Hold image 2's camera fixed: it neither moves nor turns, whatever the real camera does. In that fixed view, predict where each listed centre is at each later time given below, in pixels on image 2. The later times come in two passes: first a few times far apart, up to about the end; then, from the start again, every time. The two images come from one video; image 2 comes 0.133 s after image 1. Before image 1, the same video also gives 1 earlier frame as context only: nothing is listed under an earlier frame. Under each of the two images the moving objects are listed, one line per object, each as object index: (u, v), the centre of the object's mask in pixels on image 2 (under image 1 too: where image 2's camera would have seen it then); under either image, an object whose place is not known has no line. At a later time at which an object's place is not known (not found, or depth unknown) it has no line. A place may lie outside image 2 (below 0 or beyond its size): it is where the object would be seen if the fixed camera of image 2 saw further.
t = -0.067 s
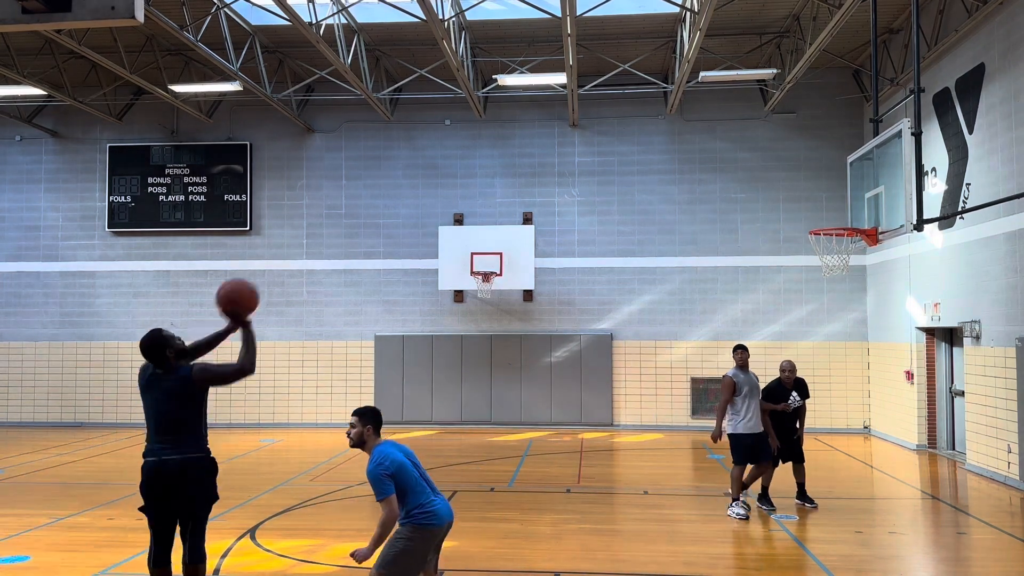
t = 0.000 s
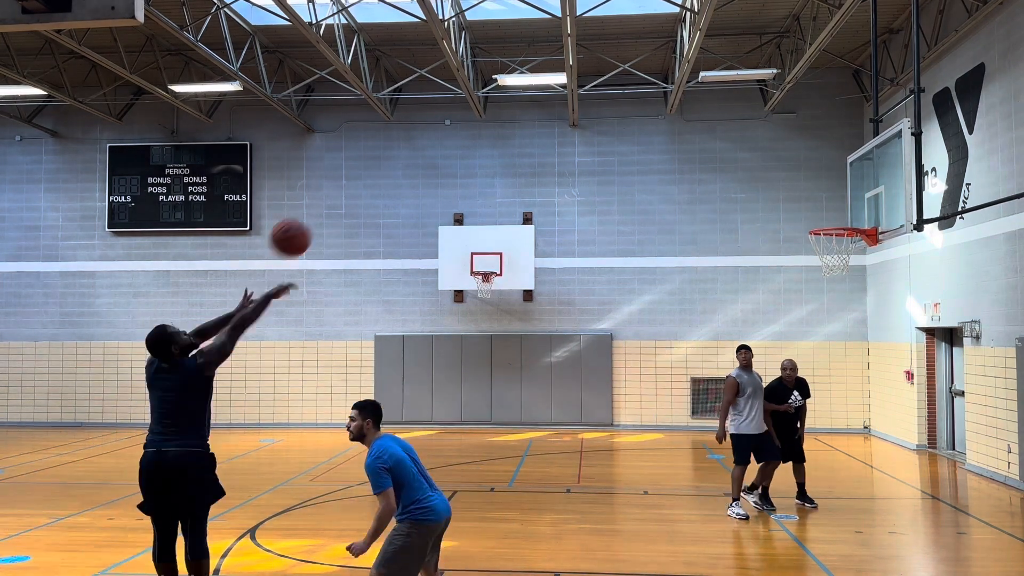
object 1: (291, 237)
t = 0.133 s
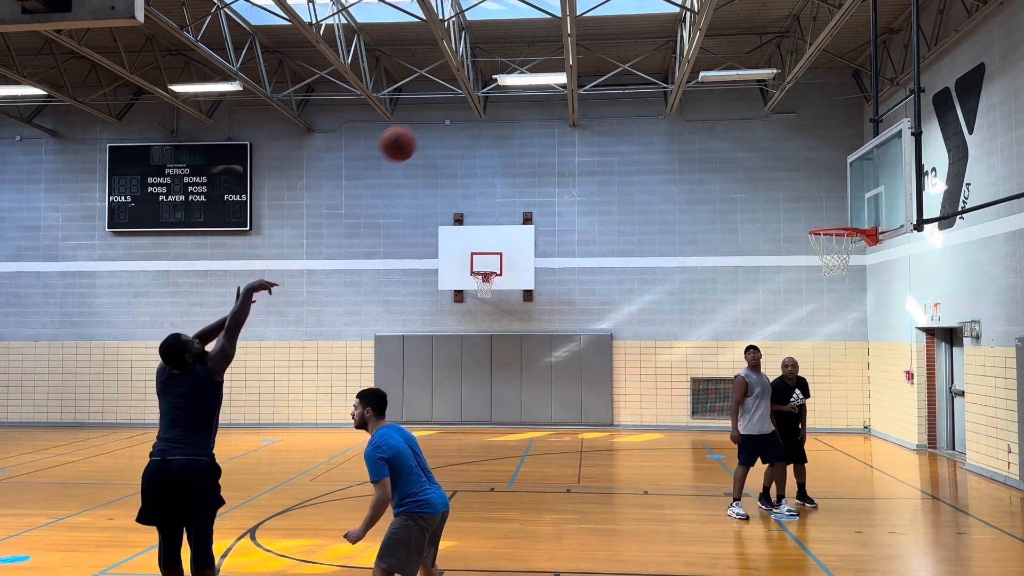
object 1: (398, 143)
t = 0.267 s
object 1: (487, 87)
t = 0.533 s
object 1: (631, 55)
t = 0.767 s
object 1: (728, 95)
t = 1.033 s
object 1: (820, 195)
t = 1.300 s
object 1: (819, 323)
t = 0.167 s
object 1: (422, 126)
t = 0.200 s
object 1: (445, 111)
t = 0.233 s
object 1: (466, 98)
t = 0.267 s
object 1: (487, 87)
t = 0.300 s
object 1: (507, 77)
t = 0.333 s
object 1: (527, 69)
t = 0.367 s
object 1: (546, 63)
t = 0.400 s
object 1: (564, 59)
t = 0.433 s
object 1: (582, 56)
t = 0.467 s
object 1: (598, 54)
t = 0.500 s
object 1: (615, 54)
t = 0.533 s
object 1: (631, 55)
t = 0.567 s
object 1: (645, 57)
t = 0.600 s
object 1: (661, 61)
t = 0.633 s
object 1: (675, 66)
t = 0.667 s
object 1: (689, 71)
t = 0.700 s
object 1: (703, 77)
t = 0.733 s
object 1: (716, 86)
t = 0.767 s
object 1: (728, 95)
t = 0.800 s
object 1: (740, 104)
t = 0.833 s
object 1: (753, 114)
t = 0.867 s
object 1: (765, 125)
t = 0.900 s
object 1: (776, 138)
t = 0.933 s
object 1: (788, 151)
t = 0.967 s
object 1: (799, 165)
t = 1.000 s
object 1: (810, 179)
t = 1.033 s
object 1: (820, 195)
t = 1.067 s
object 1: (830, 210)
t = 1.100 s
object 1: (840, 225)
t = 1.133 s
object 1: (845, 242)
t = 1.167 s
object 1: (839, 259)
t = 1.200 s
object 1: (834, 275)
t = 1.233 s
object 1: (829, 288)
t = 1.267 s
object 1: (824, 305)
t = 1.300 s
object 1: (819, 323)
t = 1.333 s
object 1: (815, 342)
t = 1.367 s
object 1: (810, 361)
